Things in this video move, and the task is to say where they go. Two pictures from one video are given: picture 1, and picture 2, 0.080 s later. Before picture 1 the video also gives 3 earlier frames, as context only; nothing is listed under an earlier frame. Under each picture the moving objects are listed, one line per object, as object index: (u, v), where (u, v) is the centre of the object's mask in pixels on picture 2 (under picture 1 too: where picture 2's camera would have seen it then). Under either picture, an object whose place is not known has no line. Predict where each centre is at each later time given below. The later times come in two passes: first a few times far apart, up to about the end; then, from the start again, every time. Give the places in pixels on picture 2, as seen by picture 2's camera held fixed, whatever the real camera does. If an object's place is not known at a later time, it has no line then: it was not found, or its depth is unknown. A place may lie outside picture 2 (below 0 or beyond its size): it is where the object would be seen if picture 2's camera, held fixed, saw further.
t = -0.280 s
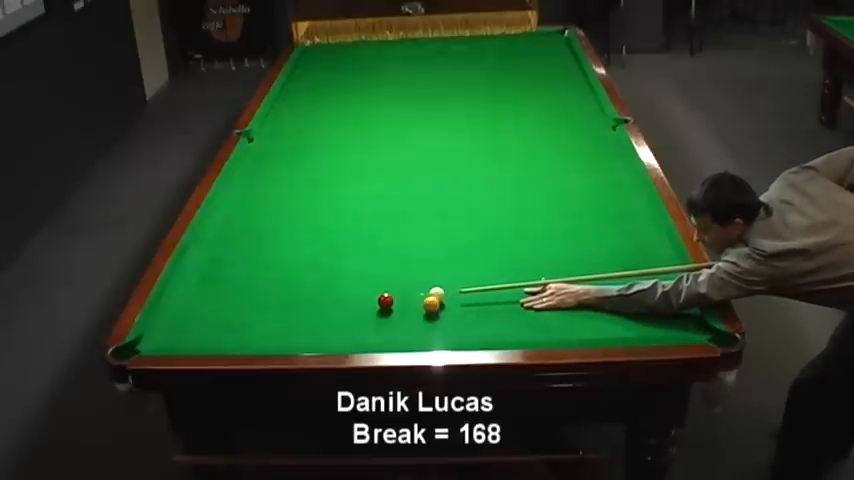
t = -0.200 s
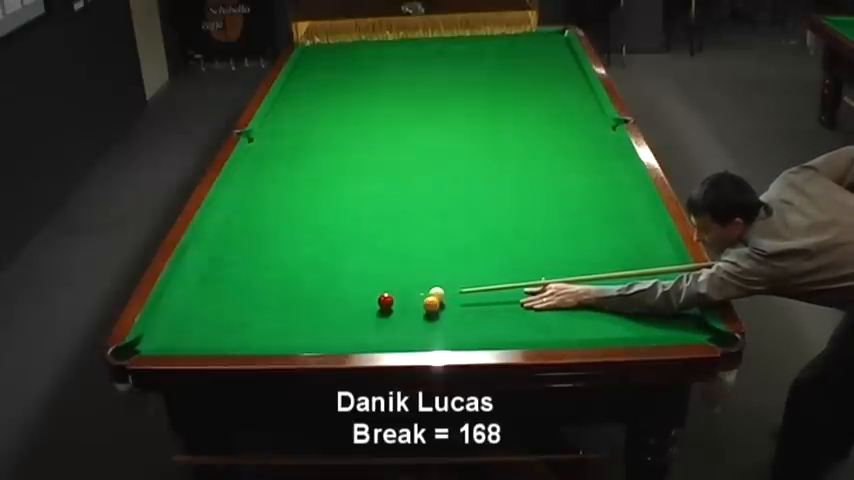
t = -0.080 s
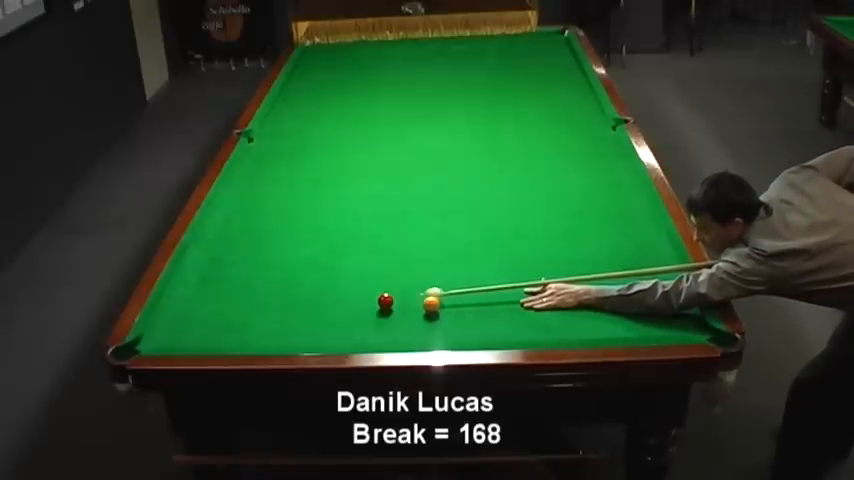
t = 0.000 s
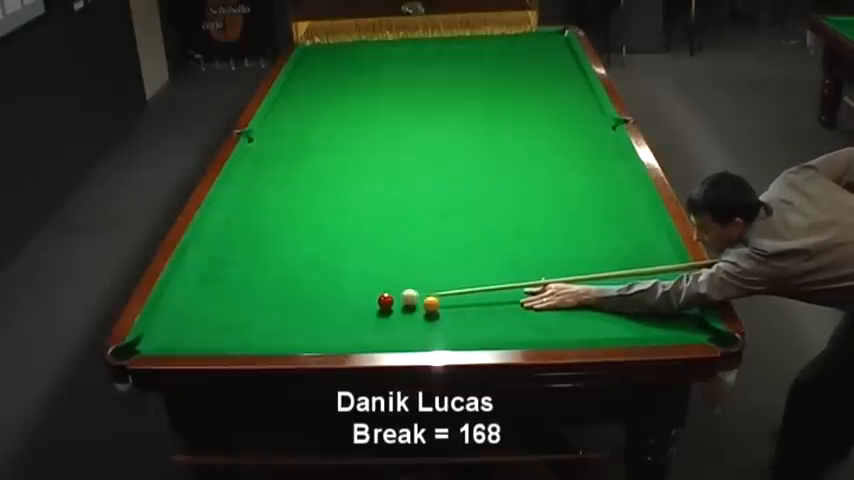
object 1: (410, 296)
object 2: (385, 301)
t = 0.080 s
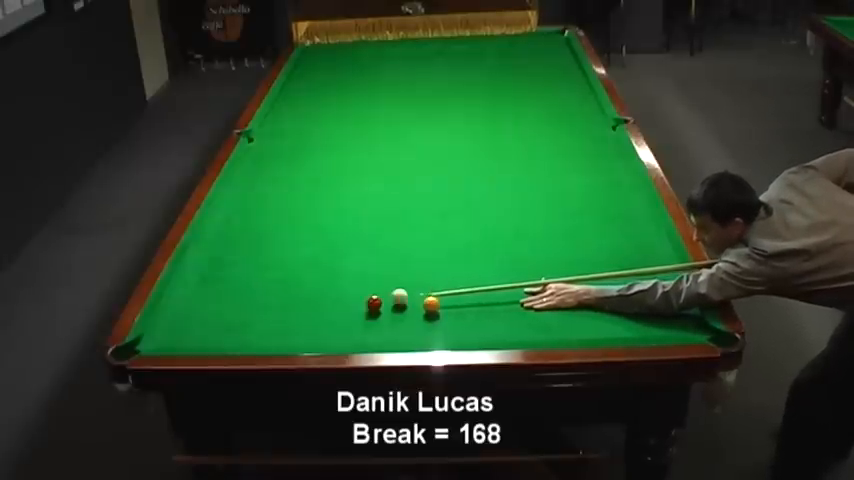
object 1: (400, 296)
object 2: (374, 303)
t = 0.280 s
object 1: (386, 293)
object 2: (339, 310)
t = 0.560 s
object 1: (368, 289)
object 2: (296, 318)
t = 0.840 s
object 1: (353, 286)
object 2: (255, 325)
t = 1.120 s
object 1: (341, 284)
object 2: (217, 331)
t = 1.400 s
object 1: (330, 282)
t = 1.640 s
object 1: (322, 281)
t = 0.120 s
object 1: (397, 295)
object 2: (365, 305)
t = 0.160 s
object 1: (394, 294)
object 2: (358, 307)
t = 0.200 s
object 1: (391, 294)
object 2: (352, 308)
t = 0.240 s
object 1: (389, 293)
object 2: (346, 309)
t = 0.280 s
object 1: (386, 293)
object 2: (339, 310)
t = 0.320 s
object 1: (383, 292)
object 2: (333, 311)
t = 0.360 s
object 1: (381, 291)
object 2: (327, 312)
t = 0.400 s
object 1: (378, 291)
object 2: (320, 313)
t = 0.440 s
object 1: (376, 290)
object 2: (314, 314)
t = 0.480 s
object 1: (373, 290)
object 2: (308, 316)
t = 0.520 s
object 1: (371, 289)
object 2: (302, 317)
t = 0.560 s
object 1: (368, 289)
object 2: (296, 318)
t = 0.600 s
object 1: (366, 288)
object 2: (290, 319)
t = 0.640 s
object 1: (364, 288)
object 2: (284, 320)
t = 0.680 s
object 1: (362, 287)
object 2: (279, 321)
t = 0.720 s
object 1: (360, 287)
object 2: (273, 322)
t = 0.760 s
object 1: (358, 287)
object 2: (267, 323)
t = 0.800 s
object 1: (355, 286)
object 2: (261, 324)
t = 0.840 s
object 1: (353, 286)
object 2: (255, 325)
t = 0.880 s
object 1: (351, 286)
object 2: (249, 326)
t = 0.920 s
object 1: (349, 285)
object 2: (244, 327)
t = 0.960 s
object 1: (348, 285)
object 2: (239, 328)
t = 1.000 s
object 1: (346, 285)
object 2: (233, 329)
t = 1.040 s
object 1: (344, 284)
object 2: (228, 329)
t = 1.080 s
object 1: (342, 284)
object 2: (223, 330)
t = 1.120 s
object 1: (341, 284)
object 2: (217, 331)
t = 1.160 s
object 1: (339, 283)
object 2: (212, 331)
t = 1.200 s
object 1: (337, 283)
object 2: (207, 333)
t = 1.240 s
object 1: (336, 283)
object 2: (201, 334)
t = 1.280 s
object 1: (334, 282)
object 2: (196, 335)
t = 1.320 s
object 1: (333, 282)
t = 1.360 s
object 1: (331, 282)
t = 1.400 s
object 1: (330, 282)
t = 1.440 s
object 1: (329, 282)
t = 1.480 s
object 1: (327, 281)
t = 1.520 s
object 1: (326, 281)
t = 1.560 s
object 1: (325, 281)
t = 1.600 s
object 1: (324, 281)
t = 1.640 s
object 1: (322, 281)
